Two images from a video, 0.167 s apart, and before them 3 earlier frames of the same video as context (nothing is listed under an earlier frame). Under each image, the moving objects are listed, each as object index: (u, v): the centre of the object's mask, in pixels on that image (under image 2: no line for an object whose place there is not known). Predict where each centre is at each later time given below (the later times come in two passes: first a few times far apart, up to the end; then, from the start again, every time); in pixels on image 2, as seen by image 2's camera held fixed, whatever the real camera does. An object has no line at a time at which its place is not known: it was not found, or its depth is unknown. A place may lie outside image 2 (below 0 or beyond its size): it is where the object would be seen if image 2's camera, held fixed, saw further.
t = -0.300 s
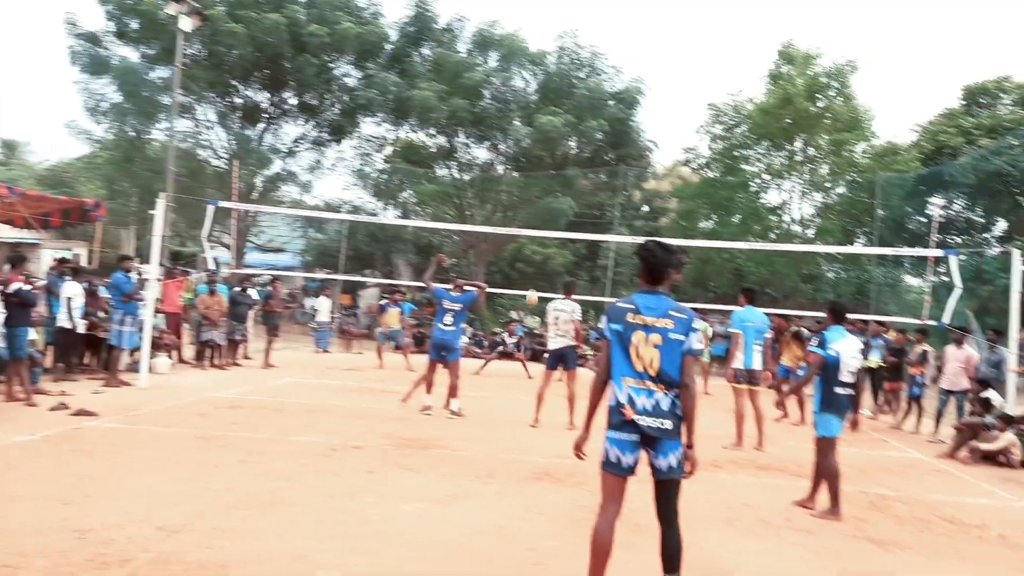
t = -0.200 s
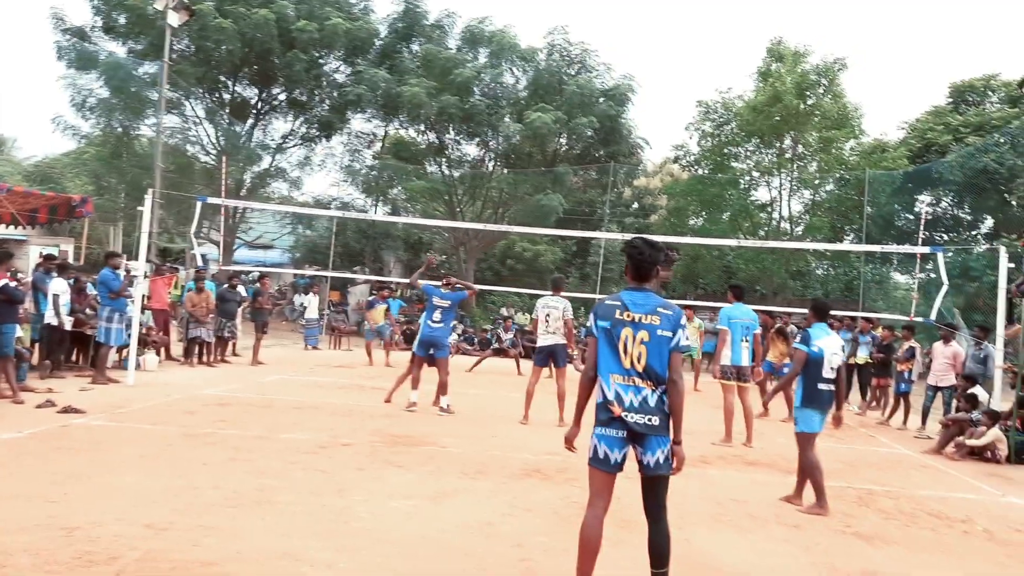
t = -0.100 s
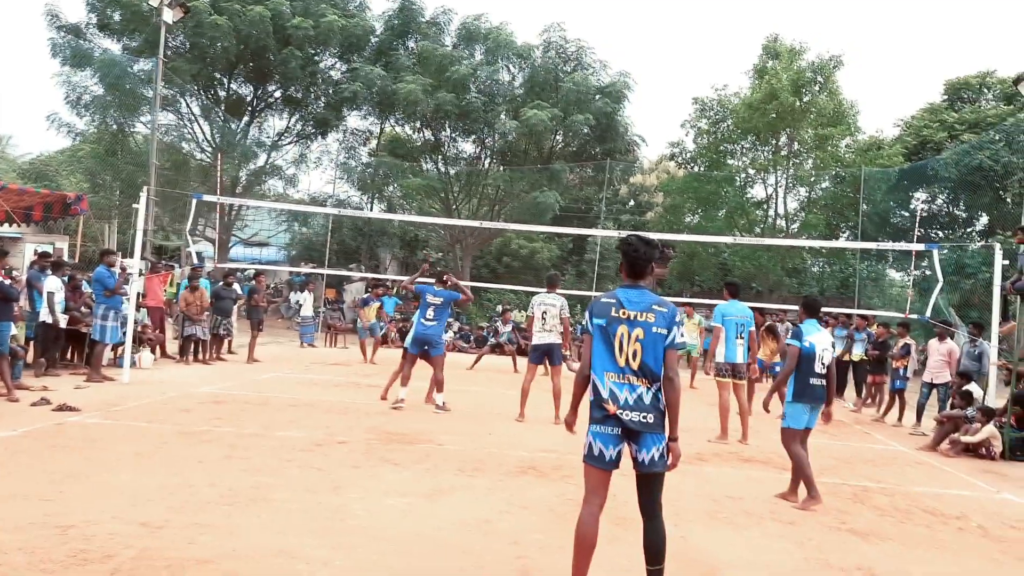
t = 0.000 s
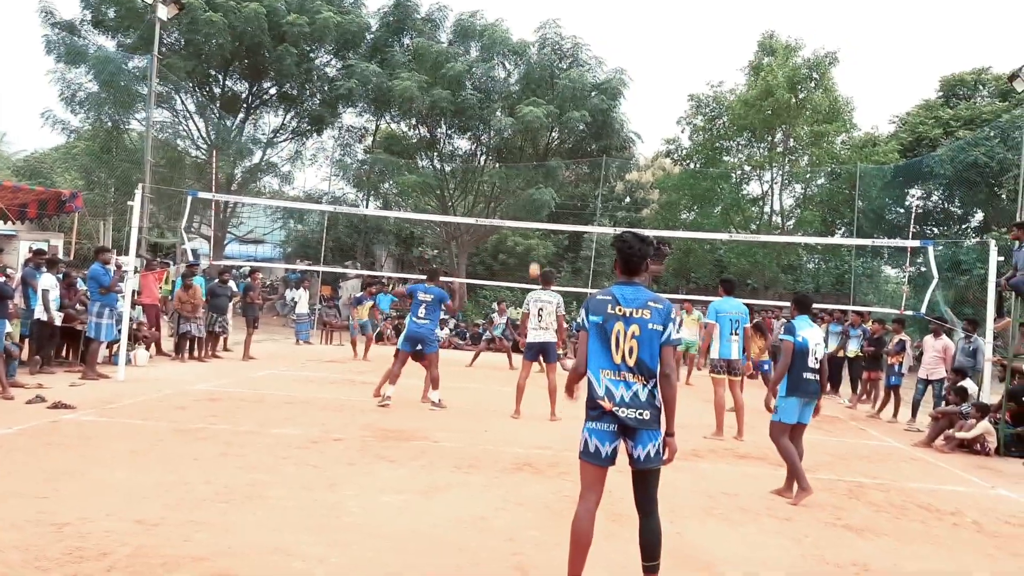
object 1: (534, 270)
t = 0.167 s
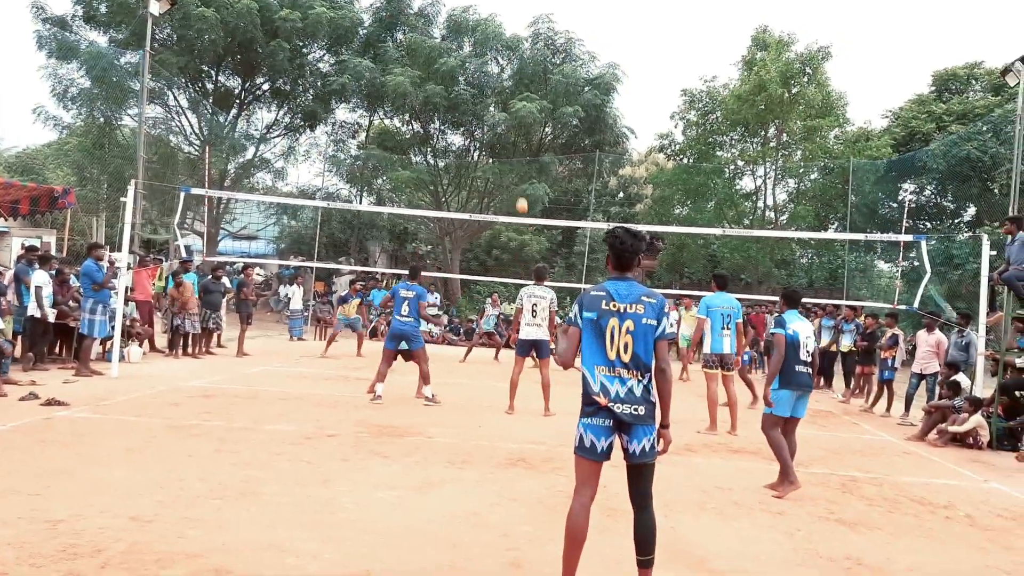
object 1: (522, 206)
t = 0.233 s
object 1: (518, 184)
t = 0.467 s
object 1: (506, 124)
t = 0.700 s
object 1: (492, 88)
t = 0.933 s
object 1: (475, 83)
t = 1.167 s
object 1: (456, 113)
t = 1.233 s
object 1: (451, 126)
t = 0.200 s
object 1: (520, 195)
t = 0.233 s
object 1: (518, 184)
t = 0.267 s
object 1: (517, 174)
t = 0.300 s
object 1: (515, 164)
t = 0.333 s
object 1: (513, 155)
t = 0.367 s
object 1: (512, 147)
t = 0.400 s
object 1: (510, 139)
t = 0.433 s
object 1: (508, 131)
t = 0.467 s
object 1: (506, 124)
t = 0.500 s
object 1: (504, 117)
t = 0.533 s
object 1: (502, 111)
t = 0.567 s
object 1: (500, 104)
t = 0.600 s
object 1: (498, 100)
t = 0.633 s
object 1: (496, 96)
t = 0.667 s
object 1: (494, 92)
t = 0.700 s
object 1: (492, 88)
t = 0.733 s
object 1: (490, 86)
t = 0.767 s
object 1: (488, 84)
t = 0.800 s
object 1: (486, 82)
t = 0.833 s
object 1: (483, 81)
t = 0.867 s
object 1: (481, 81)
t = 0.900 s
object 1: (478, 82)
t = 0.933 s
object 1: (475, 83)
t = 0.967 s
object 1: (473, 86)
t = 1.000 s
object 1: (470, 88)
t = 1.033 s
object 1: (468, 92)
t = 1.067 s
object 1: (465, 96)
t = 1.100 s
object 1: (462, 101)
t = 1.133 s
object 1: (459, 107)
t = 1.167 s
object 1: (456, 113)
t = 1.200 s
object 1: (453, 120)
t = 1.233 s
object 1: (451, 126)
